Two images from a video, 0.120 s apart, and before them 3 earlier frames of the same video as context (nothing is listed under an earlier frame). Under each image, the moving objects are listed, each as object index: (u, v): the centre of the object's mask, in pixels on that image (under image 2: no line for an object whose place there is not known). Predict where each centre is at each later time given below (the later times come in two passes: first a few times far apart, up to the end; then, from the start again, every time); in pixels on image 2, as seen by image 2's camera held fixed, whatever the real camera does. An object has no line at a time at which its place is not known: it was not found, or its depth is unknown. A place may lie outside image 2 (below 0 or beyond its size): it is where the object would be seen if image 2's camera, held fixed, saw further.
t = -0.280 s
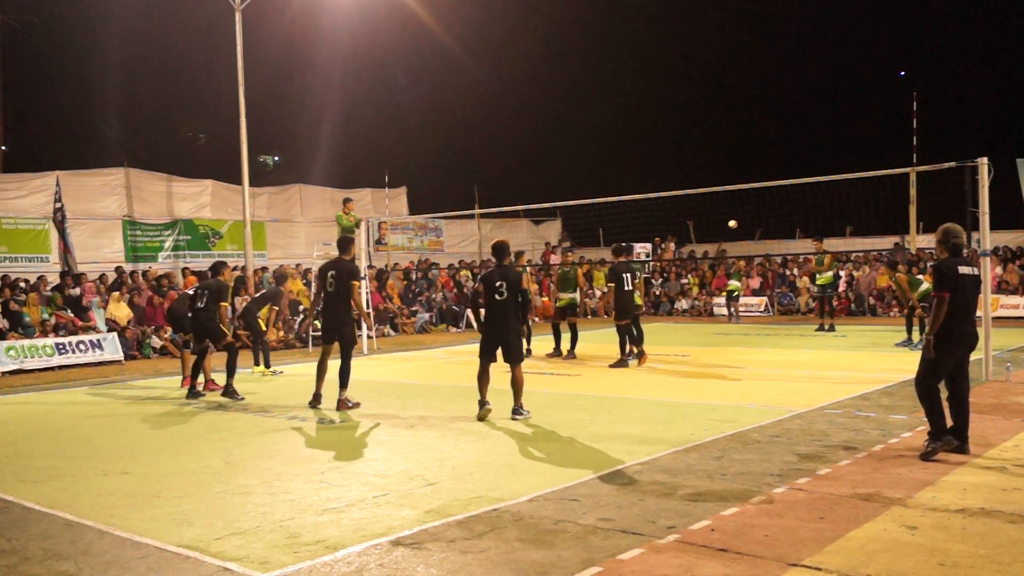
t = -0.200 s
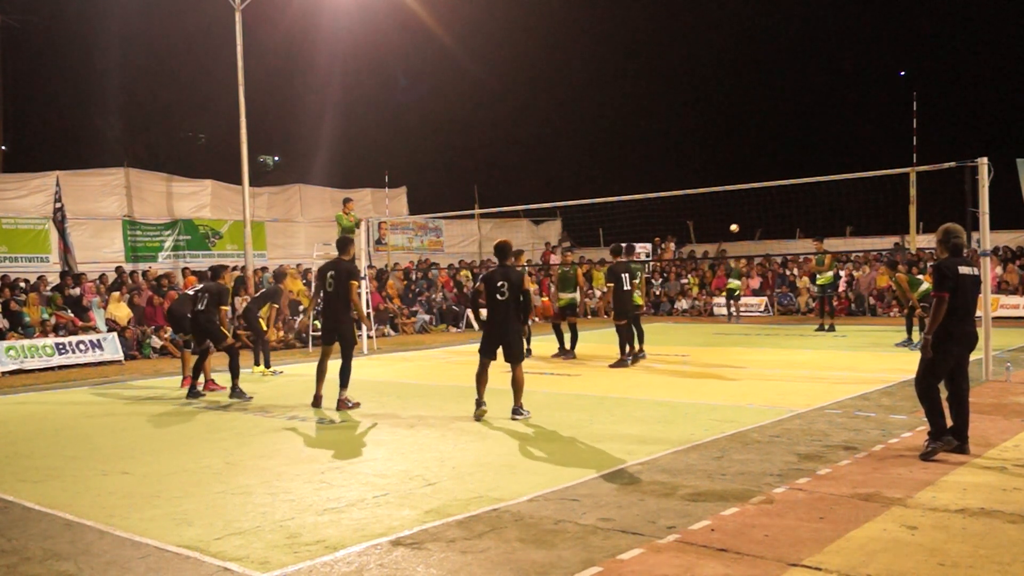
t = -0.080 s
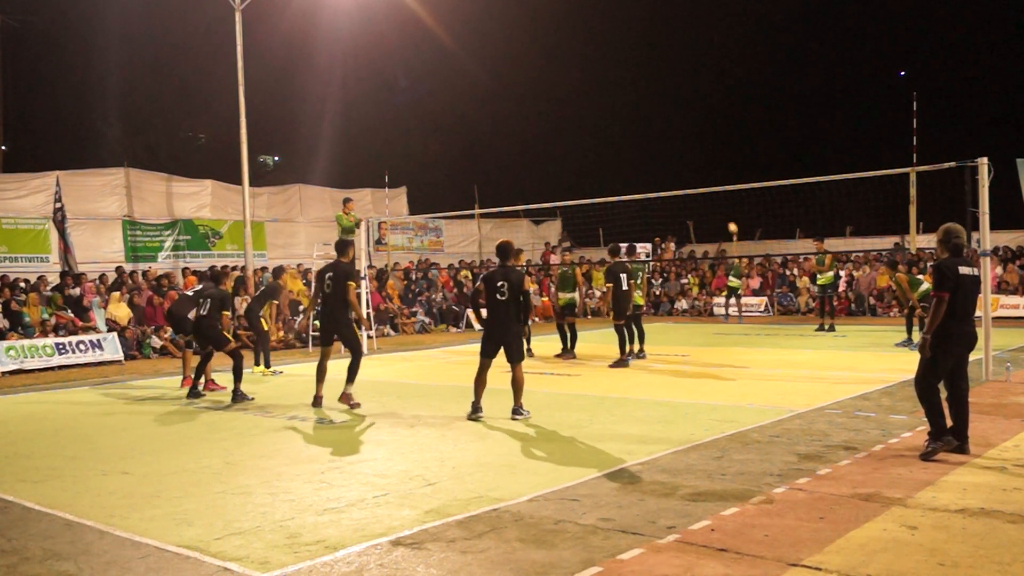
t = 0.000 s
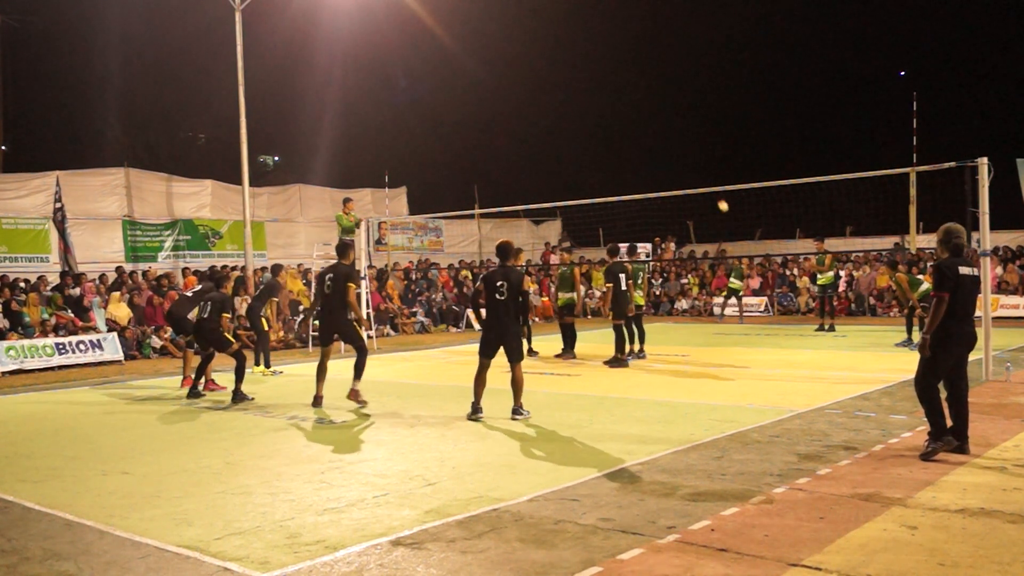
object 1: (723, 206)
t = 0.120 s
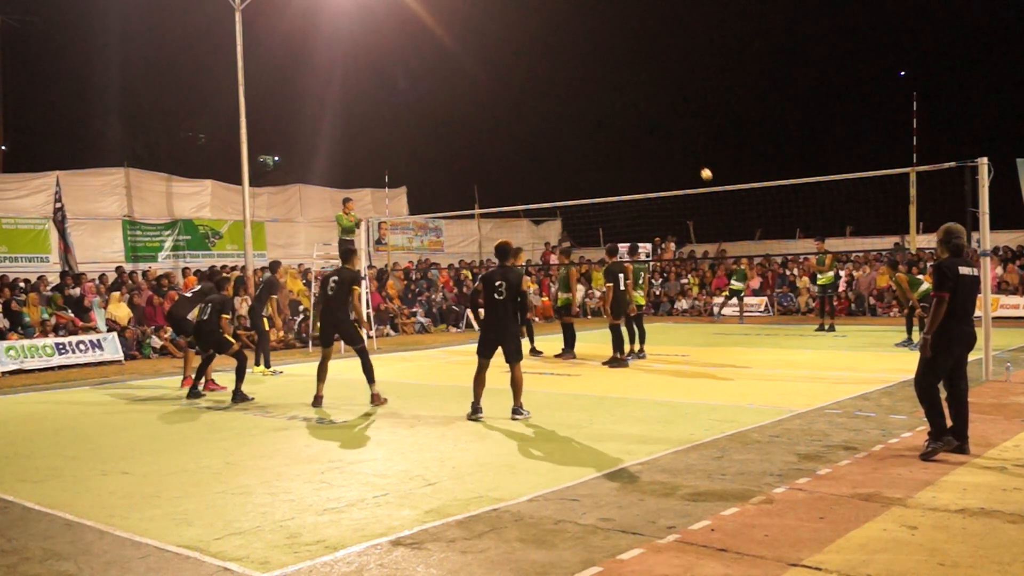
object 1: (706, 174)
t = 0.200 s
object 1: (694, 156)
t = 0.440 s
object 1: (653, 110)
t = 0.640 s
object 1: (612, 88)
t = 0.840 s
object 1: (565, 87)
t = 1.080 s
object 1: (494, 123)
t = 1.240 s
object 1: (436, 178)
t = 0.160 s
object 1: (700, 165)
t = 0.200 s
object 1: (694, 156)
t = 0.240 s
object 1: (687, 147)
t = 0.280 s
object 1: (681, 139)
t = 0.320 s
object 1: (674, 131)
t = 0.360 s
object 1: (667, 123)
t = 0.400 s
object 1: (660, 117)
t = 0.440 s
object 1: (653, 110)
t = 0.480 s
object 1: (645, 105)
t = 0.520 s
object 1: (637, 99)
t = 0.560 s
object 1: (629, 95)
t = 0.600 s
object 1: (621, 91)
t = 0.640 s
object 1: (612, 88)
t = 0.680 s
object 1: (603, 86)
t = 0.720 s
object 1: (594, 85)
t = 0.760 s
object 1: (585, 85)
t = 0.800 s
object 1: (575, 86)
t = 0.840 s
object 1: (565, 87)
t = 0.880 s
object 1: (554, 90)
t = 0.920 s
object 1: (543, 94)
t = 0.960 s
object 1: (531, 99)
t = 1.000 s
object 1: (520, 106)
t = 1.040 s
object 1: (507, 114)
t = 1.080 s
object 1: (494, 123)
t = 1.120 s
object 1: (481, 134)
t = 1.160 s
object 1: (466, 147)
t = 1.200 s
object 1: (451, 161)
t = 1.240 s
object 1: (436, 178)
